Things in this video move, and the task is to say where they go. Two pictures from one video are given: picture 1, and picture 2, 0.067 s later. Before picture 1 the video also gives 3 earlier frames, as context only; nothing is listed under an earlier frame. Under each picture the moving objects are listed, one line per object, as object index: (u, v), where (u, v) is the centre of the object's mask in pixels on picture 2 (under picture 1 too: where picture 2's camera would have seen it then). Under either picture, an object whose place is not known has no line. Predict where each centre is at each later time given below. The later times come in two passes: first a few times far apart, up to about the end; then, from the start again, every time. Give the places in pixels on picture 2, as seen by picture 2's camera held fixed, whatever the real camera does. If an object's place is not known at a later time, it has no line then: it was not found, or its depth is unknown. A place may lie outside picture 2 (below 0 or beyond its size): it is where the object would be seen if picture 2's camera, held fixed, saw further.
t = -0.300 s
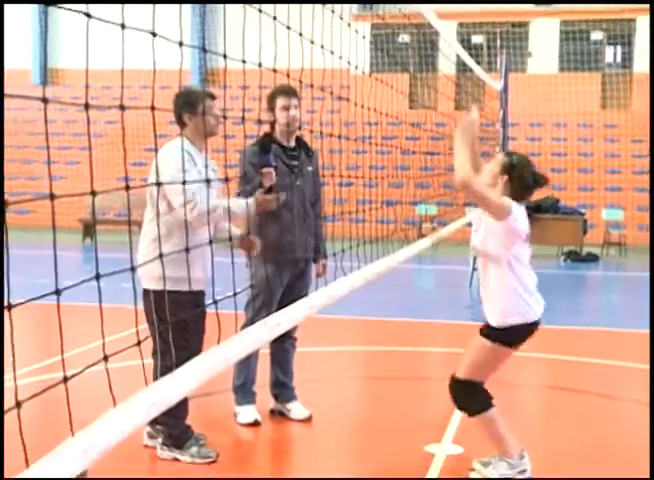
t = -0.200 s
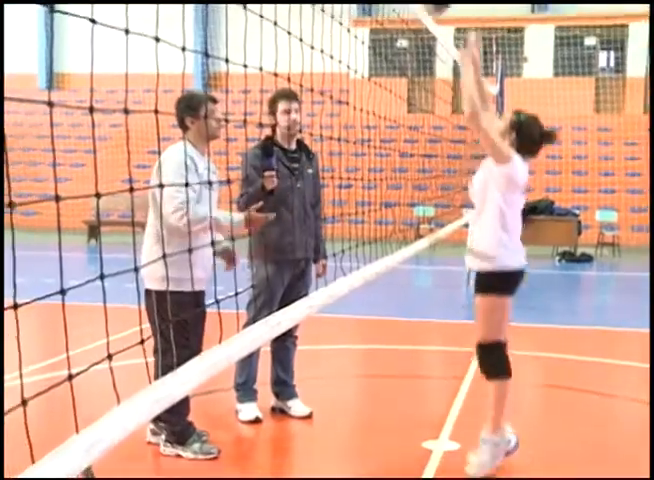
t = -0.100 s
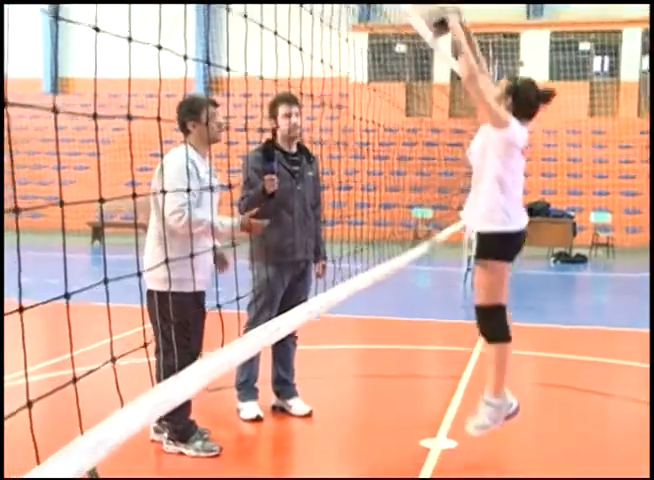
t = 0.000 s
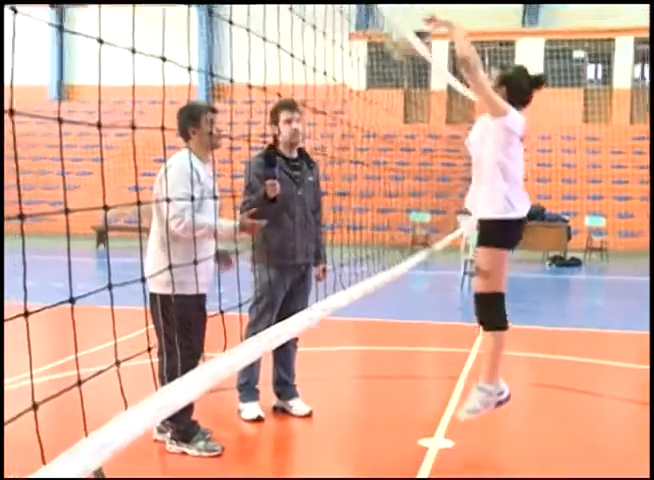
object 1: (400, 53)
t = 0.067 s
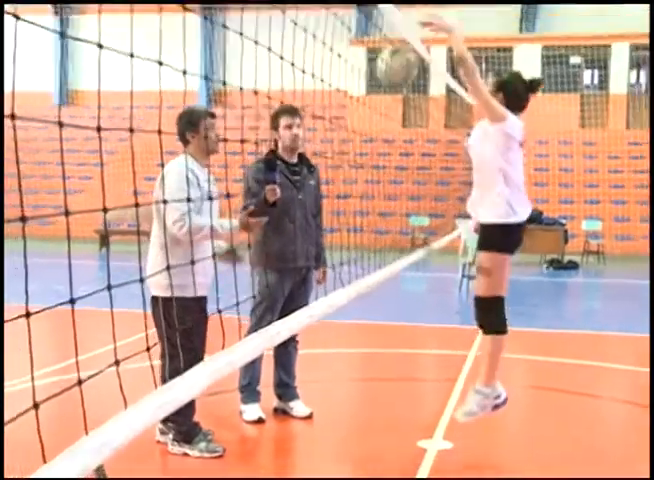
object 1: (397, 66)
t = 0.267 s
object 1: (365, 168)
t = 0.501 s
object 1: (334, 378)
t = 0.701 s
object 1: (311, 324)
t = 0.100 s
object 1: (392, 78)
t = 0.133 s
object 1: (389, 92)
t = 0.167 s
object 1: (383, 108)
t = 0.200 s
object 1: (376, 129)
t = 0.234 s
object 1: (370, 150)
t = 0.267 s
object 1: (365, 168)
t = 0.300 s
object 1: (359, 197)
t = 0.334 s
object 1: (356, 222)
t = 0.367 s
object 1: (352, 250)
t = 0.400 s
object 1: (349, 275)
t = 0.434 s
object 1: (349, 317)
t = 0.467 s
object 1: (339, 341)
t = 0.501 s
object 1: (334, 378)
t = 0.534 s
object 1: (330, 416)
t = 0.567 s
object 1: (325, 416)
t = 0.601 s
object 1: (319, 387)
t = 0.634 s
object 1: (316, 361)
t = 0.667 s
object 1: (311, 338)
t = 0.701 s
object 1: (311, 324)
